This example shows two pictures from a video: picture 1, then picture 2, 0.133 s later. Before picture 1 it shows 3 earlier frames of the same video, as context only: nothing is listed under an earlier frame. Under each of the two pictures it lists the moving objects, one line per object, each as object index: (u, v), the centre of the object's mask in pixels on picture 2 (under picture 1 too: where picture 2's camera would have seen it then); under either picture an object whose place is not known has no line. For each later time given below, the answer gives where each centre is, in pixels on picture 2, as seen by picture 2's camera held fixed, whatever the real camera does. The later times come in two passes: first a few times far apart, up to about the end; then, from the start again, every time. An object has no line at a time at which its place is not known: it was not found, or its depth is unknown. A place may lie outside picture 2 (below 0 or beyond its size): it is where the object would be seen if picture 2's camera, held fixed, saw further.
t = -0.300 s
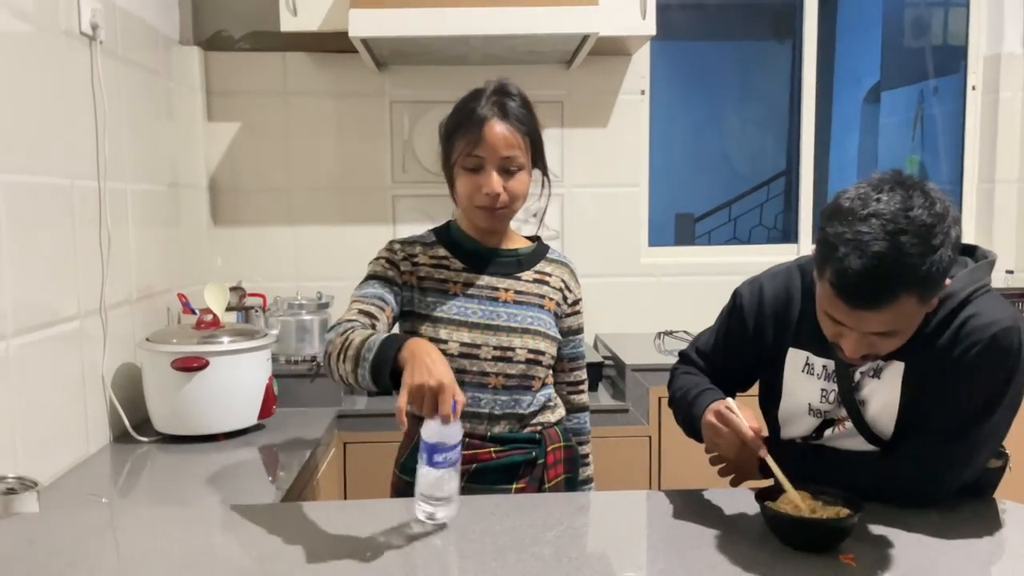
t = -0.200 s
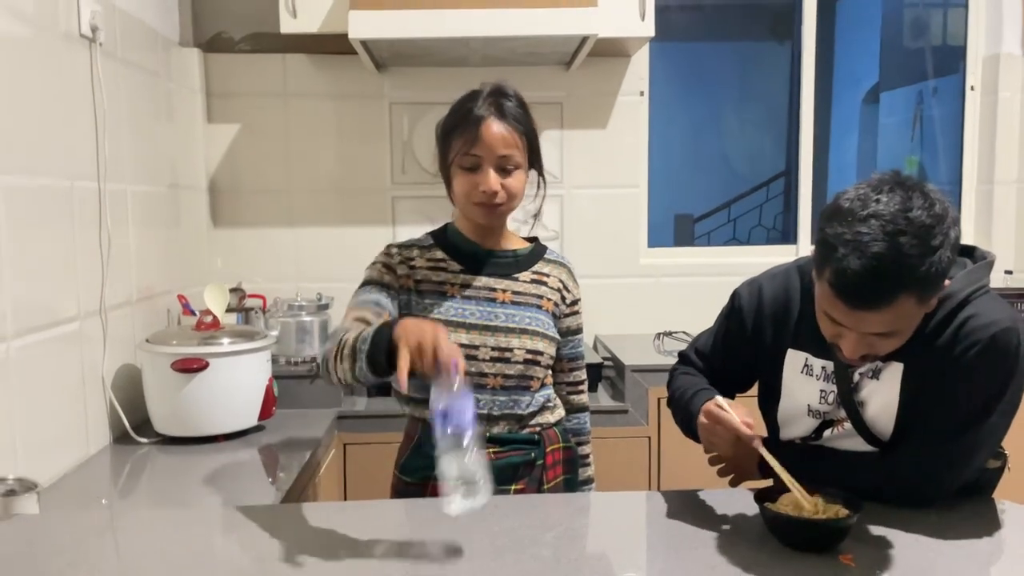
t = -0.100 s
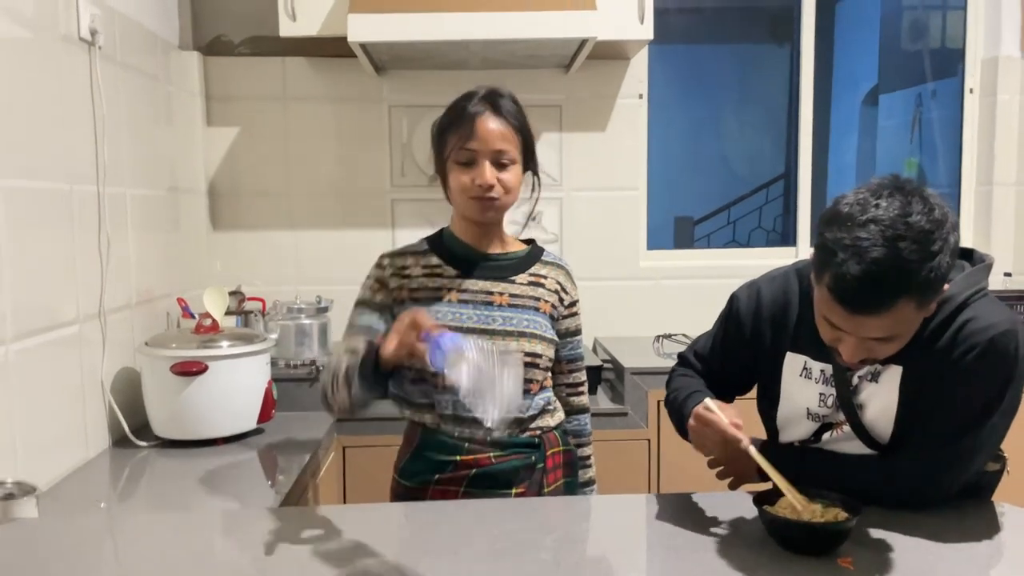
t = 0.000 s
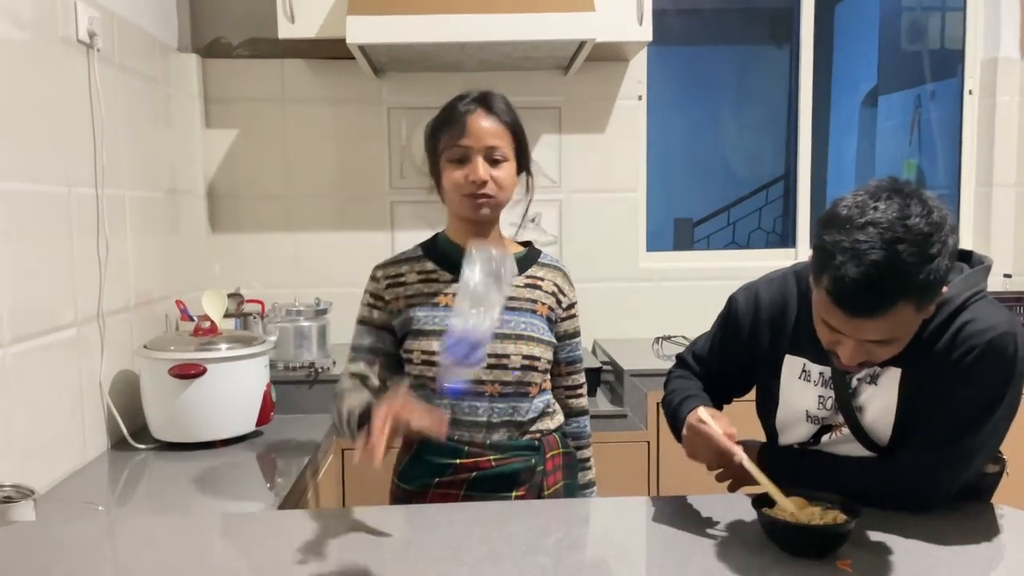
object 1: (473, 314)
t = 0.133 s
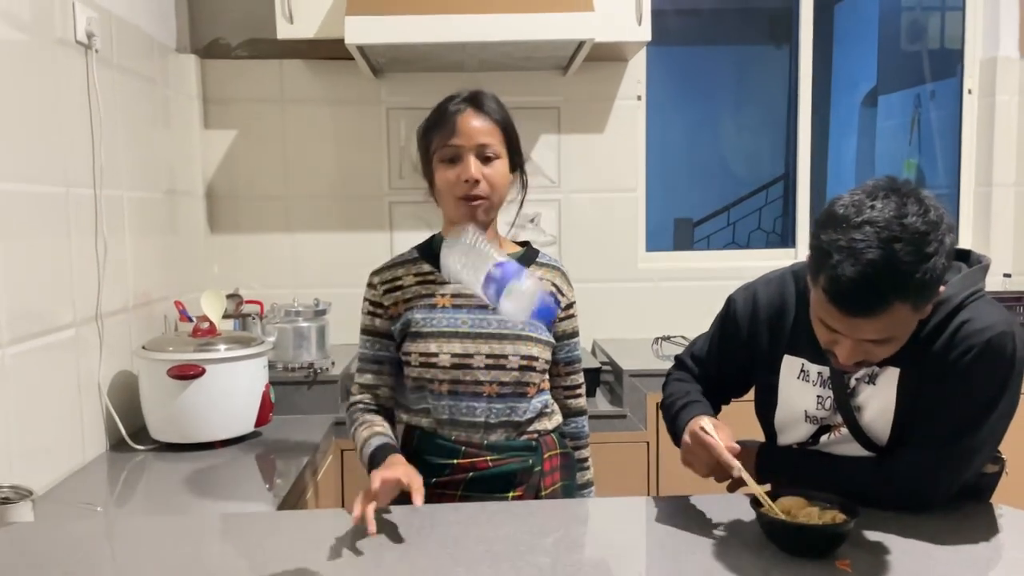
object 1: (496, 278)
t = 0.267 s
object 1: (495, 377)
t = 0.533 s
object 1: (516, 559)
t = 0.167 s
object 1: (494, 286)
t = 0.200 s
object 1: (496, 306)
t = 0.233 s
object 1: (495, 338)
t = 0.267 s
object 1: (495, 377)
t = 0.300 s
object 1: (494, 425)
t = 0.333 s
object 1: (494, 477)
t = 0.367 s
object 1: (503, 518)
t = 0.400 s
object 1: (516, 532)
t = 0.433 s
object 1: (527, 550)
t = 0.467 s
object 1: (517, 558)
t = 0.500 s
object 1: (510, 558)
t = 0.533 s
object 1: (516, 559)
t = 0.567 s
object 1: (521, 561)
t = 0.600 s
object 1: (519, 562)
